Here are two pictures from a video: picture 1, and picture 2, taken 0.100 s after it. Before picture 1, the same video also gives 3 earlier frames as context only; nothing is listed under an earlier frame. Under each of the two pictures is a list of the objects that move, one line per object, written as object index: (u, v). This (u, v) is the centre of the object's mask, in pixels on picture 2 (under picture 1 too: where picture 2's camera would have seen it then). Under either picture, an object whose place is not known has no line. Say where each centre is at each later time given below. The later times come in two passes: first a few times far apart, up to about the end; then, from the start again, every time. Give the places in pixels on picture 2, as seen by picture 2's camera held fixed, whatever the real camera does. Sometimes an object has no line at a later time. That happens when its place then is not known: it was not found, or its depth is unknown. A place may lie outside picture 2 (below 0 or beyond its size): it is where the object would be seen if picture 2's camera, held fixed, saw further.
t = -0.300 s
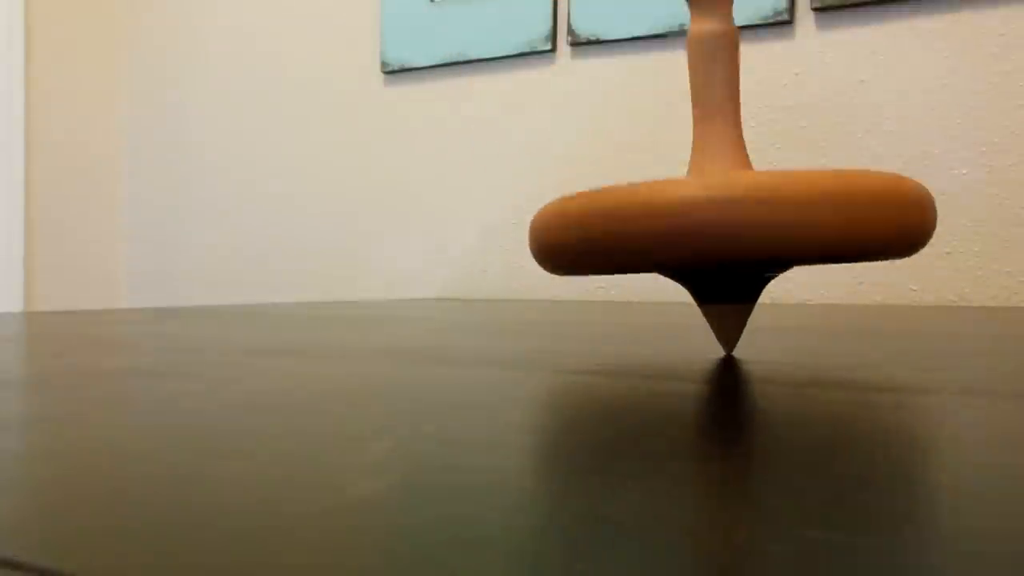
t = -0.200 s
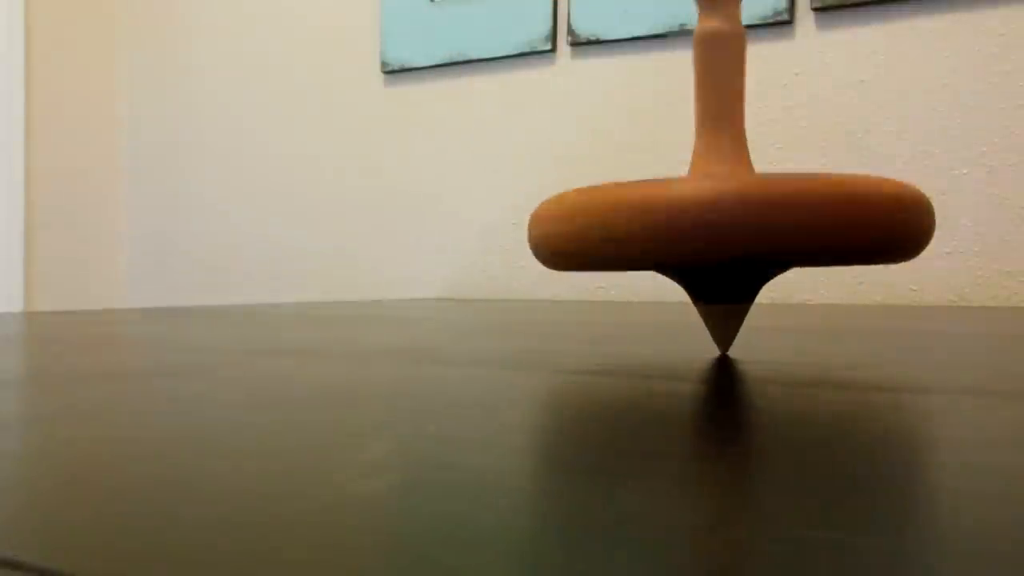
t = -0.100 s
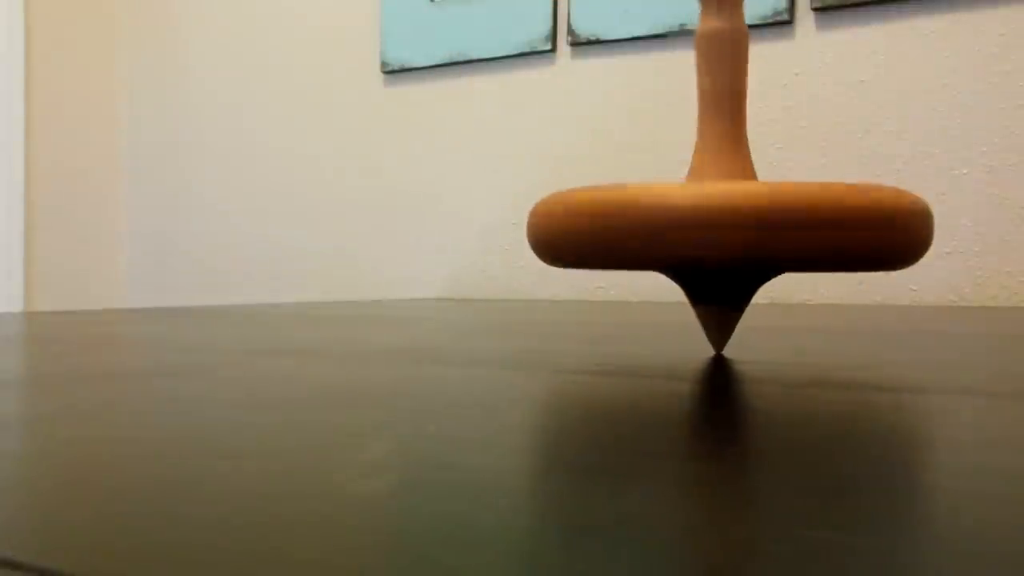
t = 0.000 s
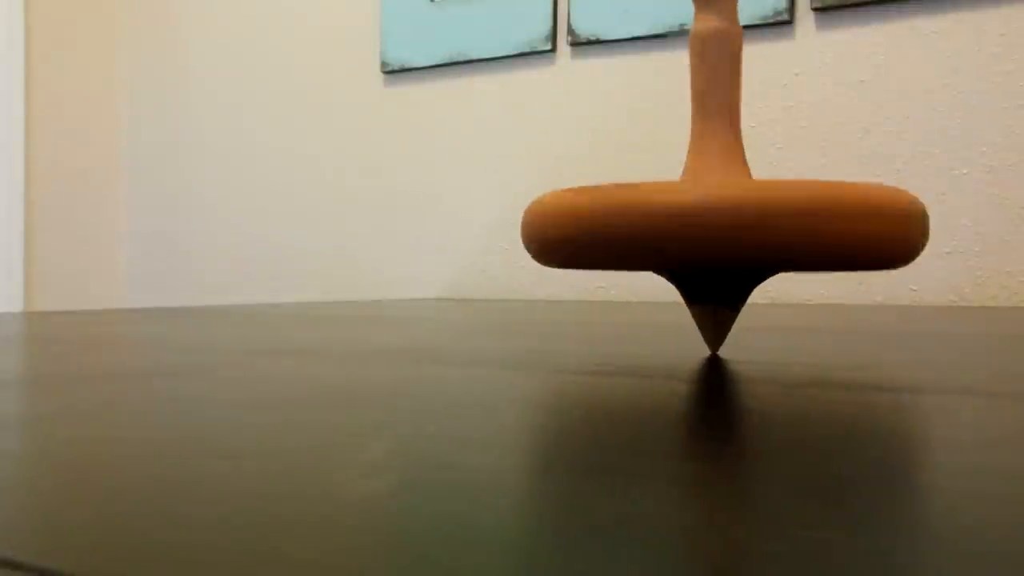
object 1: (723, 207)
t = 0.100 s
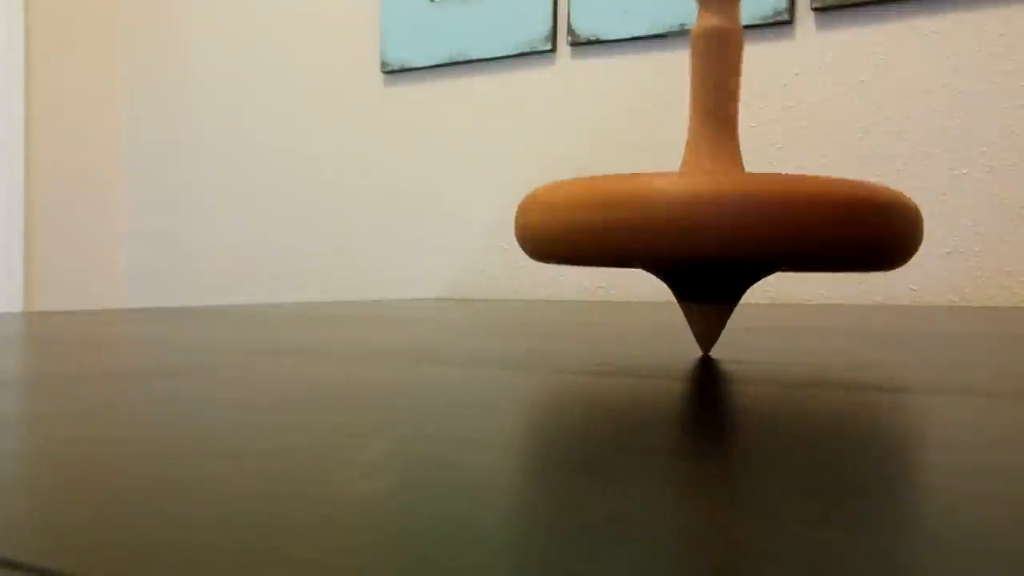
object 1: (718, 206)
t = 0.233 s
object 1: (715, 206)
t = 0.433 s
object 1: (715, 205)
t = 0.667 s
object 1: (721, 204)
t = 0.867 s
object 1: (725, 205)
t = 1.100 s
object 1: (722, 205)
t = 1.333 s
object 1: (720, 205)
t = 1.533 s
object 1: (718, 203)
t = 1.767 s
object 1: (722, 203)
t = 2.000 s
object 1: (719, 207)
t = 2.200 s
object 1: (722, 212)
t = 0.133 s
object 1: (717, 206)
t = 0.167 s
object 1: (716, 206)
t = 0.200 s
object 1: (716, 206)
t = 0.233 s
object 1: (715, 206)
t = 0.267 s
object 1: (715, 206)
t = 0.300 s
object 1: (714, 205)
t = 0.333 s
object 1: (714, 205)
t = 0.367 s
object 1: (713, 205)
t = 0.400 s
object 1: (714, 205)
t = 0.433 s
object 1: (715, 205)
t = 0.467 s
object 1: (714, 204)
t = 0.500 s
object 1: (719, 205)
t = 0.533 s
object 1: (720, 206)
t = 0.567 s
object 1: (723, 205)
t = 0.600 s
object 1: (723, 204)
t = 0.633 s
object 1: (722, 204)
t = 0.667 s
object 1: (721, 204)
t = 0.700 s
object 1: (722, 204)
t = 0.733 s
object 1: (724, 204)
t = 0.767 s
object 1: (725, 205)
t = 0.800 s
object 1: (726, 205)
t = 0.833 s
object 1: (726, 205)
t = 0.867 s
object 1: (725, 205)
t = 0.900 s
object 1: (724, 205)
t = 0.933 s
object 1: (723, 205)
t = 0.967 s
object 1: (722, 204)
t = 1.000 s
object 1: (722, 204)
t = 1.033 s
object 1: (721, 204)
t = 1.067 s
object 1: (721, 205)
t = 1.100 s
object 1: (722, 205)
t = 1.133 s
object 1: (721, 204)
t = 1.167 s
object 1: (720, 204)
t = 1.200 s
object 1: (718, 204)
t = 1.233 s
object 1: (718, 204)
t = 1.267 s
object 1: (718, 204)
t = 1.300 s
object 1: (720, 204)
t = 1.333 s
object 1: (720, 205)
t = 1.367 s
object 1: (721, 204)
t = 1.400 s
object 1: (720, 203)
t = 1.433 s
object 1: (719, 203)
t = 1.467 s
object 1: (717, 203)
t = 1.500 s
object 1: (717, 203)
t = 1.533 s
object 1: (718, 203)
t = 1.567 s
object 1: (721, 203)
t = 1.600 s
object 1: (723, 204)
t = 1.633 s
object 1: (724, 204)
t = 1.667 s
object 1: (724, 204)
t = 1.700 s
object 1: (723, 203)
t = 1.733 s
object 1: (722, 203)
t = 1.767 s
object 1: (722, 203)
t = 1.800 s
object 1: (723, 204)
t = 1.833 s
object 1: (724, 204)
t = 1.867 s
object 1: (724, 204)
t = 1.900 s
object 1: (724, 204)
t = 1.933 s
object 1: (722, 204)
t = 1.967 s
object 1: (721, 204)
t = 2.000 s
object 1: (719, 207)
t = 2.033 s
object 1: (720, 210)
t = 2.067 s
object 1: (723, 213)
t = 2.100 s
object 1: (724, 214)
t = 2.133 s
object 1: (722, 213)
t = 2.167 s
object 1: (721, 212)
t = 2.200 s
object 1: (722, 212)
